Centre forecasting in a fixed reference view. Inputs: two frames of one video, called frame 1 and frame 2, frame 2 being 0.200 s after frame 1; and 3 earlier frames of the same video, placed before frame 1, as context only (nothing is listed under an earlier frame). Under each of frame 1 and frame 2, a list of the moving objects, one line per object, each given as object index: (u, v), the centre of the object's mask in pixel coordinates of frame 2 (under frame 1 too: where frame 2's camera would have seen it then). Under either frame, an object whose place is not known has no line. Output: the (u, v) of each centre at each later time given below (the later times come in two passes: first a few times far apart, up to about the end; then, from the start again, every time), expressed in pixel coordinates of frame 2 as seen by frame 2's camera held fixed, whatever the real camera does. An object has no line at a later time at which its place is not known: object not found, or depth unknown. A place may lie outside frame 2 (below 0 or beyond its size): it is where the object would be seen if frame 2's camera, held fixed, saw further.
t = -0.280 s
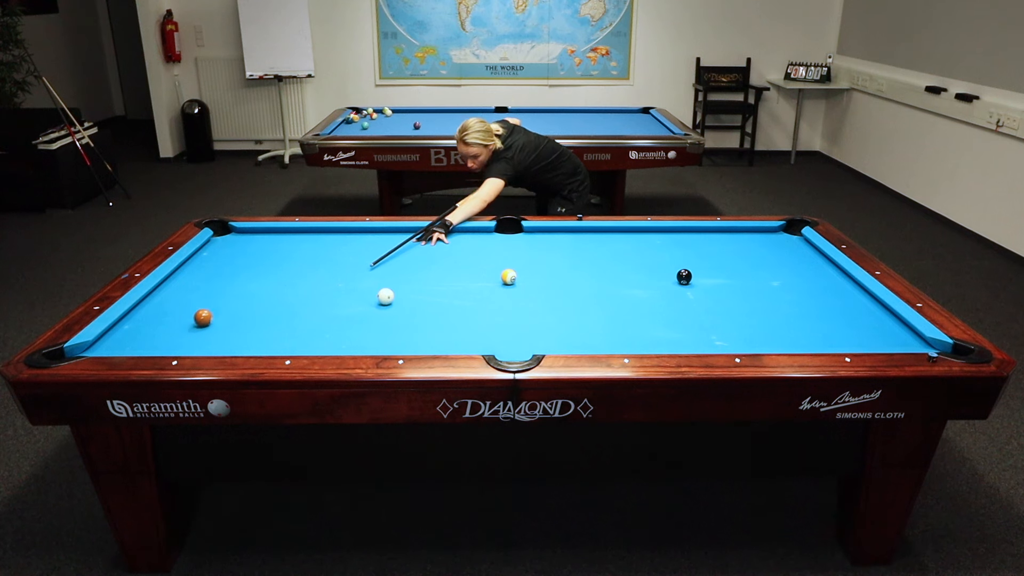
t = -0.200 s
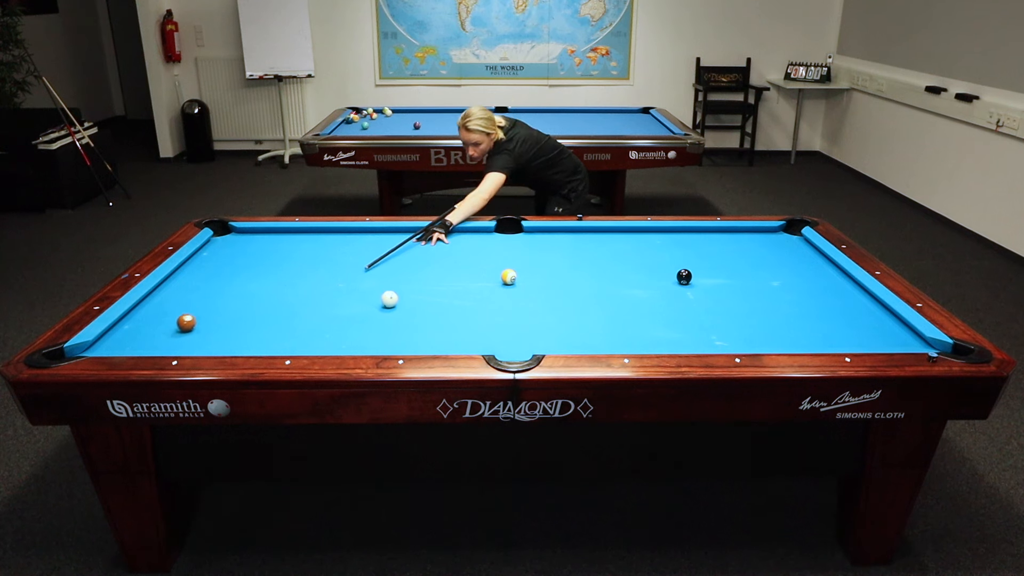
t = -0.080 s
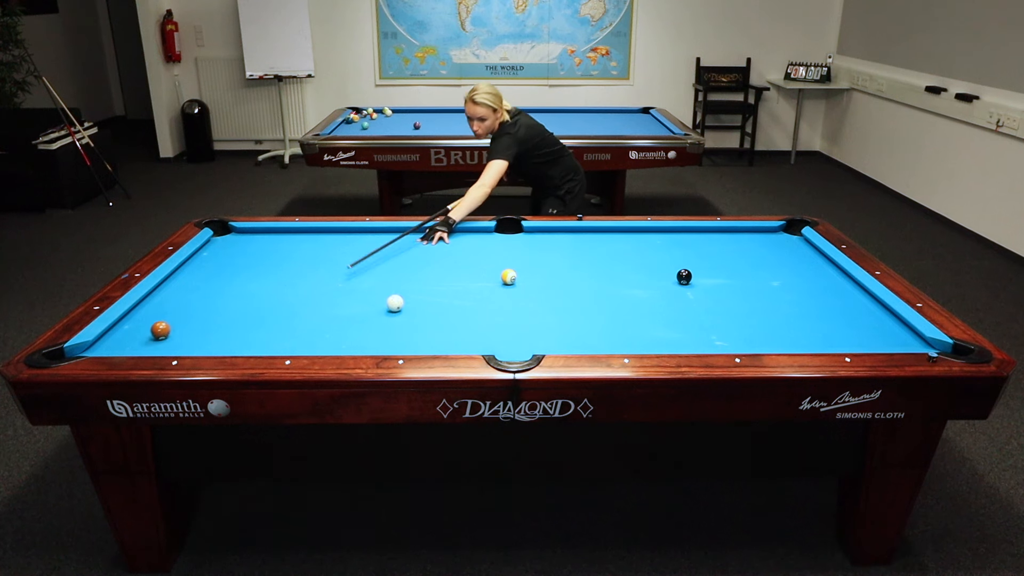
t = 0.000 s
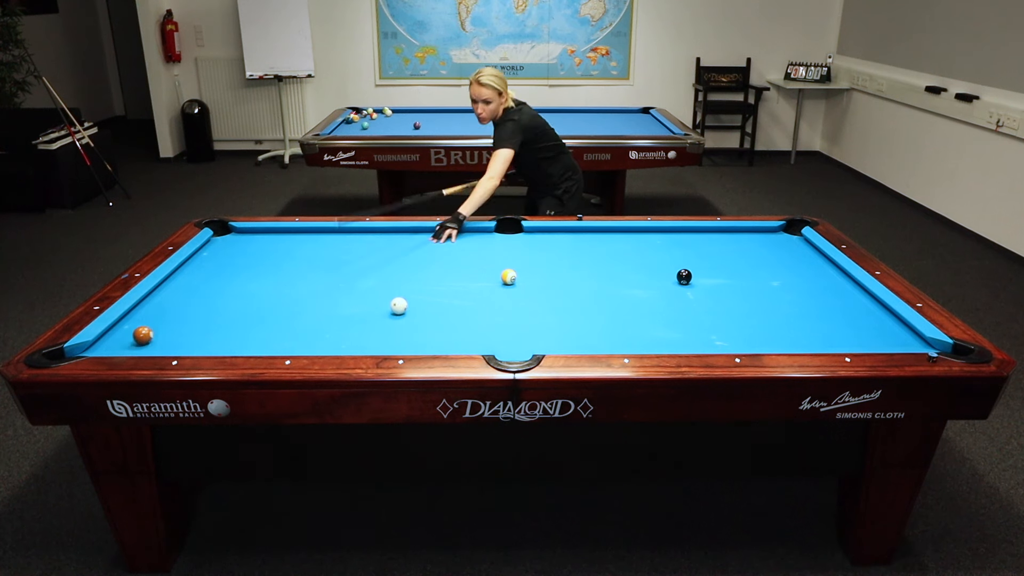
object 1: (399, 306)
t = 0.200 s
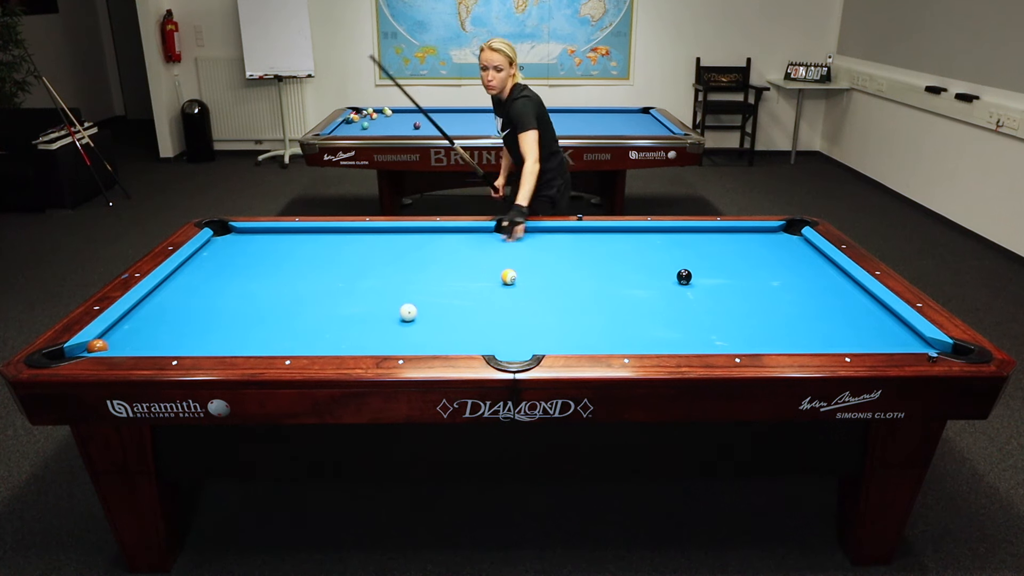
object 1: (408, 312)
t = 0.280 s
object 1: (412, 315)
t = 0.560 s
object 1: (425, 324)
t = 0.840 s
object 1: (437, 333)
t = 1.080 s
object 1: (447, 339)
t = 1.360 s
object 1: (458, 344)
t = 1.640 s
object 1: (466, 341)
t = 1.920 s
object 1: (472, 339)
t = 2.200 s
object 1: (477, 337)
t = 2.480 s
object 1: (481, 335)
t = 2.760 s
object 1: (483, 334)
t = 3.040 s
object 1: (484, 333)
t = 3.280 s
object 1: (484, 333)
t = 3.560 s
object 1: (484, 333)
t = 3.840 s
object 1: (483, 333)
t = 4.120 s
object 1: (484, 333)
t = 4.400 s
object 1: (483, 333)
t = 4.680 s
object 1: (483, 333)
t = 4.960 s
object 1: (484, 333)
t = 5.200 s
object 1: (483, 332)
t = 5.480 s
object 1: (483, 332)
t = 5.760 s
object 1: (483, 333)
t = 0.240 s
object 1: (410, 314)
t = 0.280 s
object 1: (412, 315)
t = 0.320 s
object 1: (413, 316)
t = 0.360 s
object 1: (415, 318)
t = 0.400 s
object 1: (417, 319)
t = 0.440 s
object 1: (419, 320)
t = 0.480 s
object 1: (421, 321)
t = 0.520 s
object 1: (423, 323)
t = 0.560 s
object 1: (425, 324)
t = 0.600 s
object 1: (426, 325)
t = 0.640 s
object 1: (428, 327)
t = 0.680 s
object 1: (430, 328)
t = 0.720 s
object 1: (431, 329)
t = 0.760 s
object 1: (433, 331)
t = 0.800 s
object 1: (435, 332)
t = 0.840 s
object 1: (437, 333)
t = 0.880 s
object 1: (438, 334)
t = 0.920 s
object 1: (440, 336)
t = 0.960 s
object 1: (442, 337)
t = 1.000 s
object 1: (443, 338)
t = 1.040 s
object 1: (445, 339)
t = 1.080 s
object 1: (447, 339)
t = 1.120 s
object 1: (449, 340)
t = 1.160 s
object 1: (450, 341)
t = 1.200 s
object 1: (452, 342)
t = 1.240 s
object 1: (453, 343)
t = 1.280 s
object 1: (455, 343)
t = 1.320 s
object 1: (457, 344)
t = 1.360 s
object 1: (458, 344)
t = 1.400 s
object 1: (459, 344)
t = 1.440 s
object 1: (461, 343)
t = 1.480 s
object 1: (462, 343)
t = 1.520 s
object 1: (463, 342)
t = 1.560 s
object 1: (464, 342)
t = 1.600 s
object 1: (465, 342)
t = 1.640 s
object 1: (466, 341)
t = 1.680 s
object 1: (467, 341)
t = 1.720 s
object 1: (468, 341)
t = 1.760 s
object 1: (469, 340)
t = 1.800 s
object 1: (470, 340)
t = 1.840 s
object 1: (471, 340)
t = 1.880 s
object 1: (471, 339)
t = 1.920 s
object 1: (472, 339)
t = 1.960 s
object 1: (473, 339)
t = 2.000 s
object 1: (474, 339)
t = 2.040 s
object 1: (474, 338)
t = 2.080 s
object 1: (475, 338)
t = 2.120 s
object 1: (476, 338)
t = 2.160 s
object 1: (476, 337)
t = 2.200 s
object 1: (477, 337)
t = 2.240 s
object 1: (478, 337)
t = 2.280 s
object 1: (478, 336)
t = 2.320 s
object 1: (479, 336)
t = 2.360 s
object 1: (479, 336)
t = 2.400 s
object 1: (480, 336)
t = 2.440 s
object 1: (480, 335)
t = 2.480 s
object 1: (481, 335)
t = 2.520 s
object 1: (481, 335)
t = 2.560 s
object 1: (482, 335)
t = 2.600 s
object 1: (482, 334)
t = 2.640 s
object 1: (482, 334)
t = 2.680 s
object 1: (482, 334)
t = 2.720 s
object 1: (483, 334)
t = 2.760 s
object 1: (483, 334)
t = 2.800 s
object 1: (483, 334)
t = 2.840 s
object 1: (483, 333)
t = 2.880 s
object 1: (484, 333)
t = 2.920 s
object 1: (484, 333)
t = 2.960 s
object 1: (484, 333)
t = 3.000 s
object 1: (484, 333)
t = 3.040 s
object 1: (484, 333)
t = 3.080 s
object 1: (484, 333)
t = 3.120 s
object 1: (484, 333)
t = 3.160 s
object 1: (484, 333)
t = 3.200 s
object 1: (484, 333)
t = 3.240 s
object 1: (484, 333)
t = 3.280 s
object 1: (484, 333)
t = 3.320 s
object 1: (484, 333)
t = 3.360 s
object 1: (484, 333)
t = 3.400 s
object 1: (484, 333)
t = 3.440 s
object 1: (484, 333)
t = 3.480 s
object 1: (484, 333)
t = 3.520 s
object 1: (484, 333)
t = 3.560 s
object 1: (484, 333)
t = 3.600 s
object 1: (484, 333)
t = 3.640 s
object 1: (484, 333)
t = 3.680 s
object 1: (483, 333)
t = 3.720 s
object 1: (484, 333)
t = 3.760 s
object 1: (483, 333)
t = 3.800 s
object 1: (484, 333)
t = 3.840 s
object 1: (483, 333)
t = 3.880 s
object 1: (484, 333)
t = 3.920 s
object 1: (484, 333)
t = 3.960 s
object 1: (483, 333)
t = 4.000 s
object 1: (483, 333)
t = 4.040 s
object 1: (484, 333)
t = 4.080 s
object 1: (484, 333)
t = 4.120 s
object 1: (484, 333)
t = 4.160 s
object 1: (484, 333)
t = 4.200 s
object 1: (484, 333)
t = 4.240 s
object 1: (483, 333)
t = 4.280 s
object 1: (484, 333)
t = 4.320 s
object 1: (483, 333)
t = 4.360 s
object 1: (484, 333)
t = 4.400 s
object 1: (483, 333)
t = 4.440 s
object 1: (483, 333)
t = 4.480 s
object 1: (484, 333)
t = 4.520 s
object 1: (484, 333)
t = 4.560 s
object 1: (484, 333)
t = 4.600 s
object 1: (484, 333)
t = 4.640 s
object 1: (484, 333)
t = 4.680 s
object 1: (483, 333)
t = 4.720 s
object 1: (484, 333)
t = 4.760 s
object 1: (484, 333)
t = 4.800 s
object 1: (484, 333)
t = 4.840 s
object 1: (484, 333)
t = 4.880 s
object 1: (484, 333)
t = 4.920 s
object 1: (484, 333)
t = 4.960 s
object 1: (484, 333)
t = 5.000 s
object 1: (484, 333)
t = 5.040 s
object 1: (483, 333)
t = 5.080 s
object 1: (484, 333)
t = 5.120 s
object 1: (484, 333)
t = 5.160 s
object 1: (483, 332)
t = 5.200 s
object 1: (483, 332)
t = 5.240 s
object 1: (483, 333)
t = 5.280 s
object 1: (483, 333)
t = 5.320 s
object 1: (483, 332)
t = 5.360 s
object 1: (483, 332)
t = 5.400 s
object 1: (483, 333)
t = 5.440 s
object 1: (483, 333)
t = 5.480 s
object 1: (483, 332)
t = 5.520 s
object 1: (483, 333)
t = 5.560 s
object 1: (483, 333)
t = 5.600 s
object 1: (483, 333)
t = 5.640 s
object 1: (484, 333)
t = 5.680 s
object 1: (483, 333)
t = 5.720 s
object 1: (484, 333)
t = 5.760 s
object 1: (483, 333)
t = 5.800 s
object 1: (483, 333)
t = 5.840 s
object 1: (484, 333)
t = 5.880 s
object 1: (484, 333)
